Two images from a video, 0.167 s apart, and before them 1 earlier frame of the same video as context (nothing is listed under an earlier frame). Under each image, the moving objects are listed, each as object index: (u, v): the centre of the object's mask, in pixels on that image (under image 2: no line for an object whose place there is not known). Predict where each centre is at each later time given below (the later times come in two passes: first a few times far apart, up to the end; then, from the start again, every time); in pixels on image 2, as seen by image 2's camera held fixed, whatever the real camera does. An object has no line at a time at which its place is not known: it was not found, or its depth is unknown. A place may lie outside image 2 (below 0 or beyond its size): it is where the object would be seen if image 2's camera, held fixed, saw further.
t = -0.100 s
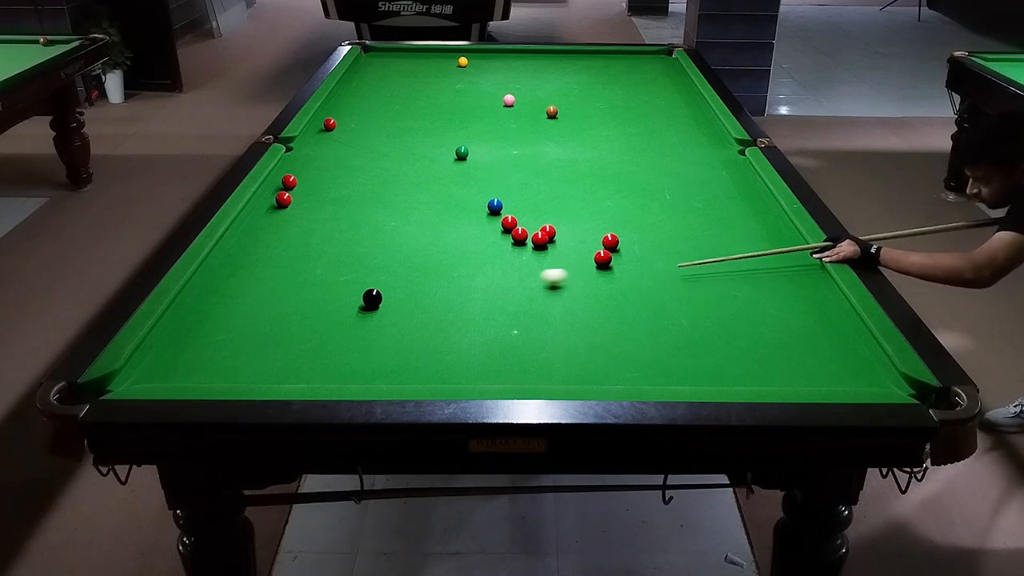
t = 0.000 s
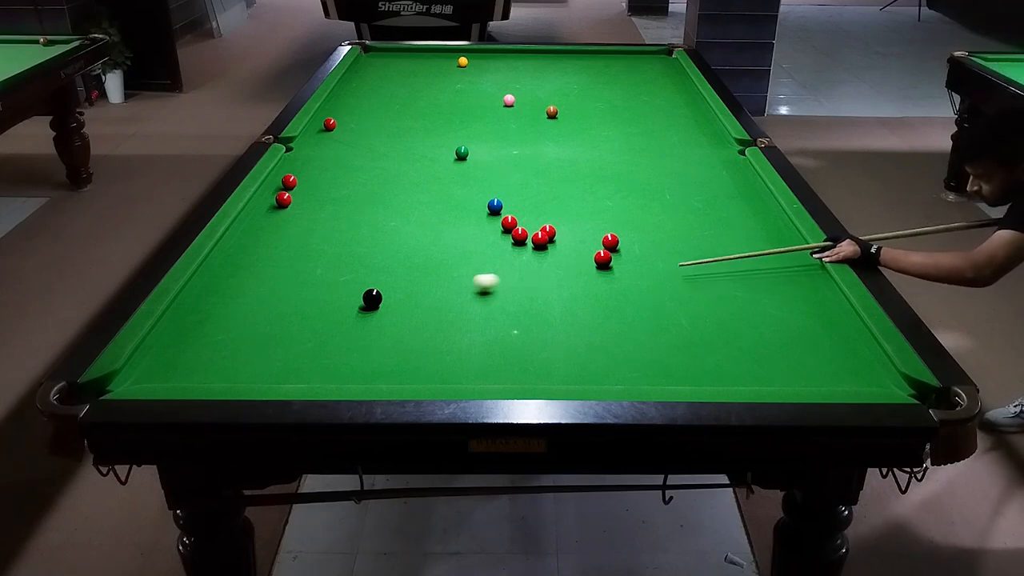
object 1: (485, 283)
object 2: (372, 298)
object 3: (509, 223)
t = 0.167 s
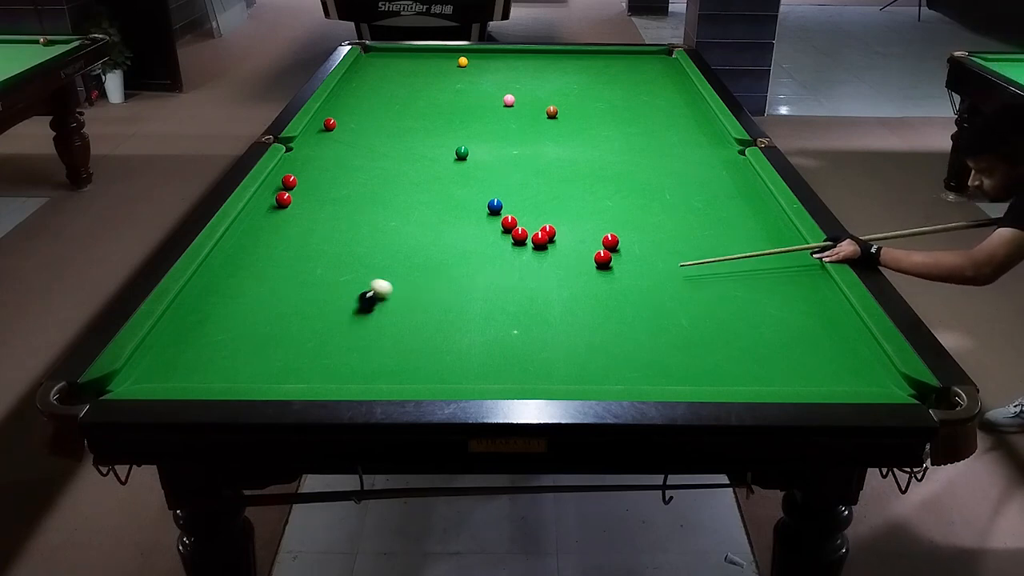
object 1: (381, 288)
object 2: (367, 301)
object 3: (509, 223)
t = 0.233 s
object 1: (357, 282)
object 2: (346, 311)
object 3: (509, 223)
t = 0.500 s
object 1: (254, 265)
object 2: (275, 345)
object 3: (509, 223)
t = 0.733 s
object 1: (249, 254)
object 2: (209, 375)
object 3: (509, 223)
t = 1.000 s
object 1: (320, 246)
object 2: (175, 364)
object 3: (509, 223)
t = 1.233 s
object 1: (377, 240)
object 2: (158, 344)
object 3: (509, 223)
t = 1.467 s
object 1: (430, 234)
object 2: (174, 328)
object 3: (509, 223)
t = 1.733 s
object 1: (485, 227)
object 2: (202, 314)
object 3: (509, 223)
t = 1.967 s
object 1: (500, 226)
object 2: (224, 303)
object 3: (532, 220)
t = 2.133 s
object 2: (238, 296)
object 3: (550, 217)
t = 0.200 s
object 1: (369, 286)
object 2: (356, 306)
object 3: (509, 223)
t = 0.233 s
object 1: (357, 282)
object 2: (346, 311)
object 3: (509, 223)
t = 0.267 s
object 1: (344, 280)
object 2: (336, 316)
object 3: (509, 223)
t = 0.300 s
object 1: (331, 278)
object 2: (328, 320)
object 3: (509, 223)
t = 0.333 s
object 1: (318, 276)
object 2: (319, 324)
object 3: (509, 223)
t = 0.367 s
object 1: (305, 273)
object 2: (311, 328)
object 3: (509, 223)
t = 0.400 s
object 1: (292, 271)
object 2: (302, 333)
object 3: (509, 223)
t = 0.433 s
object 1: (279, 269)
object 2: (293, 336)
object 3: (509, 223)
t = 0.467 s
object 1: (267, 267)
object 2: (284, 341)
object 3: (509, 223)
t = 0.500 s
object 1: (254, 265)
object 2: (275, 345)
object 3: (509, 223)
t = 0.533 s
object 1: (242, 263)
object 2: (266, 349)
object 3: (509, 223)
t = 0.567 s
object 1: (230, 261)
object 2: (257, 354)
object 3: (509, 223)
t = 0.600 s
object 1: (218, 259)
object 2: (247, 358)
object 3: (509, 223)
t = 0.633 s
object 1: (219, 258)
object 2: (238, 362)
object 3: (509, 223)
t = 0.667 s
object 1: (230, 256)
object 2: (228, 367)
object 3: (509, 223)
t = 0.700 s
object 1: (240, 255)
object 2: (218, 372)
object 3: (509, 223)
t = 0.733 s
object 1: (249, 254)
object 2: (209, 375)
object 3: (509, 223)
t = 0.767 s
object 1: (258, 253)
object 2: (199, 377)
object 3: (509, 223)
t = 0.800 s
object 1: (268, 252)
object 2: (192, 378)
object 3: (509, 223)
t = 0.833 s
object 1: (277, 251)
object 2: (189, 376)
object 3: (509, 223)
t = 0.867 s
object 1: (285, 250)
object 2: (186, 374)
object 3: (509, 223)
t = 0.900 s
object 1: (294, 249)
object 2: (183, 372)
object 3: (509, 223)
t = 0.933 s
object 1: (303, 248)
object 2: (181, 370)
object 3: (509, 223)
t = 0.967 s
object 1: (311, 247)
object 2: (178, 367)
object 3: (509, 223)
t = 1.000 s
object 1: (320, 246)
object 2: (175, 364)
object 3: (509, 223)
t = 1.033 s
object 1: (329, 245)
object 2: (173, 360)
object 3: (509, 223)
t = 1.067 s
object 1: (337, 244)
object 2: (170, 358)
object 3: (509, 223)
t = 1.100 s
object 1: (345, 243)
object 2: (168, 355)
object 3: (509, 223)
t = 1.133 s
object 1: (353, 242)
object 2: (165, 352)
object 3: (509, 223)
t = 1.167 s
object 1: (361, 241)
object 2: (163, 349)
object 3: (509, 223)
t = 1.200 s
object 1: (369, 241)
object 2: (161, 346)
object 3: (509, 223)
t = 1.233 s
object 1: (377, 240)
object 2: (158, 344)
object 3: (509, 223)
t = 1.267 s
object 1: (385, 239)
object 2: (156, 341)
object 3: (509, 223)
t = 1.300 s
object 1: (392, 238)
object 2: (154, 338)
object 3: (509, 223)
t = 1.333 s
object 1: (400, 237)
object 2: (157, 336)
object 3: (509, 223)
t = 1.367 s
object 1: (408, 236)
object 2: (162, 334)
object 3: (509, 223)
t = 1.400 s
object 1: (415, 235)
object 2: (166, 332)
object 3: (509, 223)
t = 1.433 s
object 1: (422, 234)
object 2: (170, 330)
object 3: (509, 223)
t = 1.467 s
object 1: (430, 234)
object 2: (174, 328)
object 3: (509, 223)
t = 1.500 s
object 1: (437, 233)
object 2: (177, 326)
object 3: (509, 223)
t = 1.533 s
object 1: (444, 232)
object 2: (181, 325)
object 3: (509, 223)
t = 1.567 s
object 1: (451, 231)
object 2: (185, 323)
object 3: (509, 223)
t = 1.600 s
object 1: (458, 230)
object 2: (188, 321)
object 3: (509, 223)
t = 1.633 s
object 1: (465, 229)
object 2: (192, 319)
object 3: (509, 223)
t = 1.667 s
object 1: (471, 229)
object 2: (195, 317)
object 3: (509, 223)
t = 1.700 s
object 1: (478, 228)
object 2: (199, 316)
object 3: (509, 223)
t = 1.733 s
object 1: (485, 227)
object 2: (202, 314)
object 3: (509, 223)
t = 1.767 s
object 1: (491, 226)
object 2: (206, 312)
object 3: (509, 223)
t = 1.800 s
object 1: (494, 226)
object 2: (209, 311)
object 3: (512, 222)
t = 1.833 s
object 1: (495, 226)
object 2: (212, 309)
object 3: (517, 221)
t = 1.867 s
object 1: (496, 227)
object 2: (215, 308)
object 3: (521, 220)
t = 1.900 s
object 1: (497, 226)
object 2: (218, 306)
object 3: (525, 220)
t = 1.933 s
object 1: (499, 226)
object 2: (221, 305)
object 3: (529, 220)
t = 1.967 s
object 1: (500, 226)
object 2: (224, 303)
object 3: (532, 220)
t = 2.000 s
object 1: (501, 226)
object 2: (227, 301)
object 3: (536, 219)
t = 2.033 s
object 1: (502, 227)
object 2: (230, 300)
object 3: (539, 218)
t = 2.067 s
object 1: (503, 227)
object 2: (233, 298)
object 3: (543, 217)
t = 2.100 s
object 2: (236, 297)
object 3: (546, 217)
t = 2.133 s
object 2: (238, 296)
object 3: (550, 217)
